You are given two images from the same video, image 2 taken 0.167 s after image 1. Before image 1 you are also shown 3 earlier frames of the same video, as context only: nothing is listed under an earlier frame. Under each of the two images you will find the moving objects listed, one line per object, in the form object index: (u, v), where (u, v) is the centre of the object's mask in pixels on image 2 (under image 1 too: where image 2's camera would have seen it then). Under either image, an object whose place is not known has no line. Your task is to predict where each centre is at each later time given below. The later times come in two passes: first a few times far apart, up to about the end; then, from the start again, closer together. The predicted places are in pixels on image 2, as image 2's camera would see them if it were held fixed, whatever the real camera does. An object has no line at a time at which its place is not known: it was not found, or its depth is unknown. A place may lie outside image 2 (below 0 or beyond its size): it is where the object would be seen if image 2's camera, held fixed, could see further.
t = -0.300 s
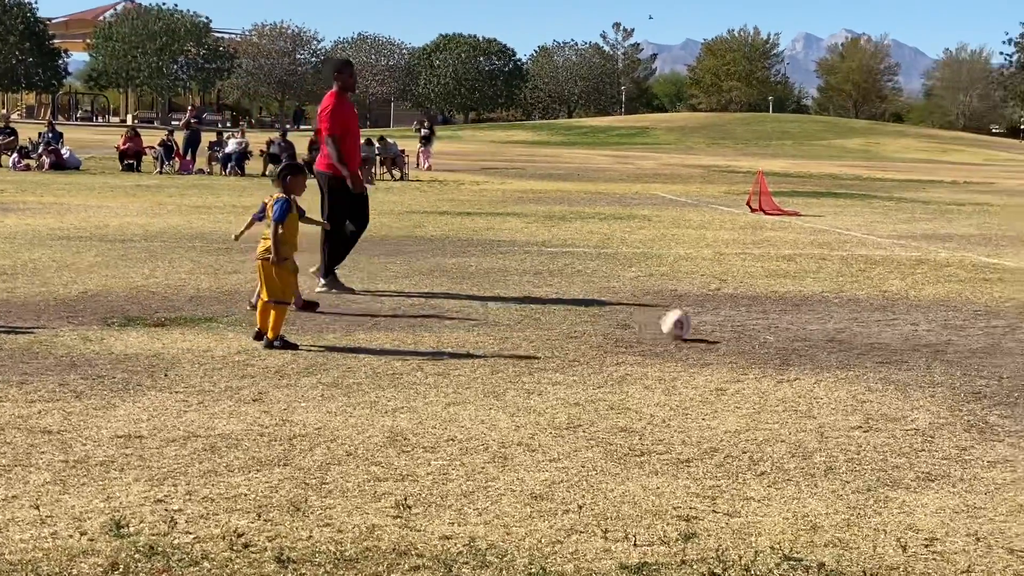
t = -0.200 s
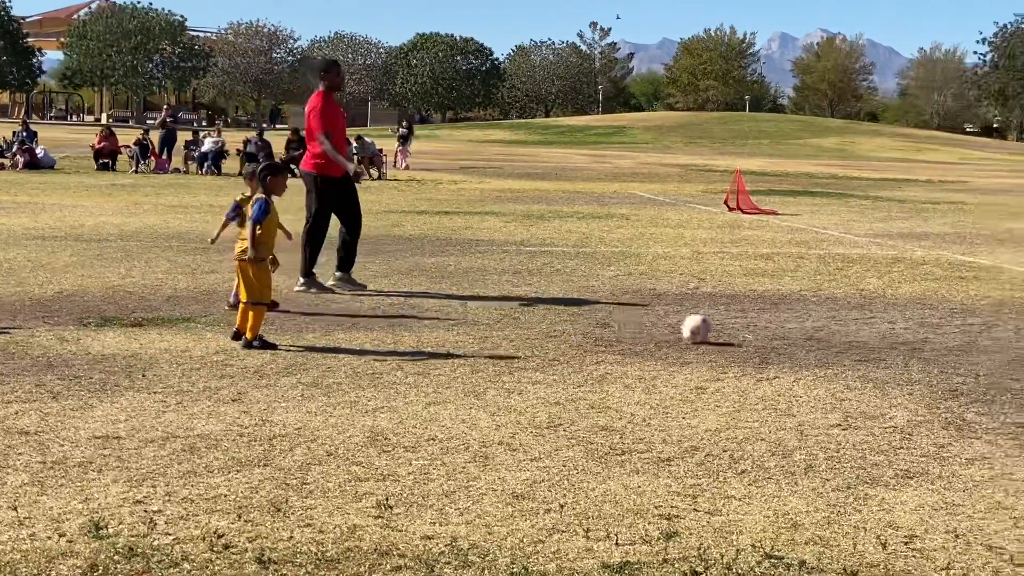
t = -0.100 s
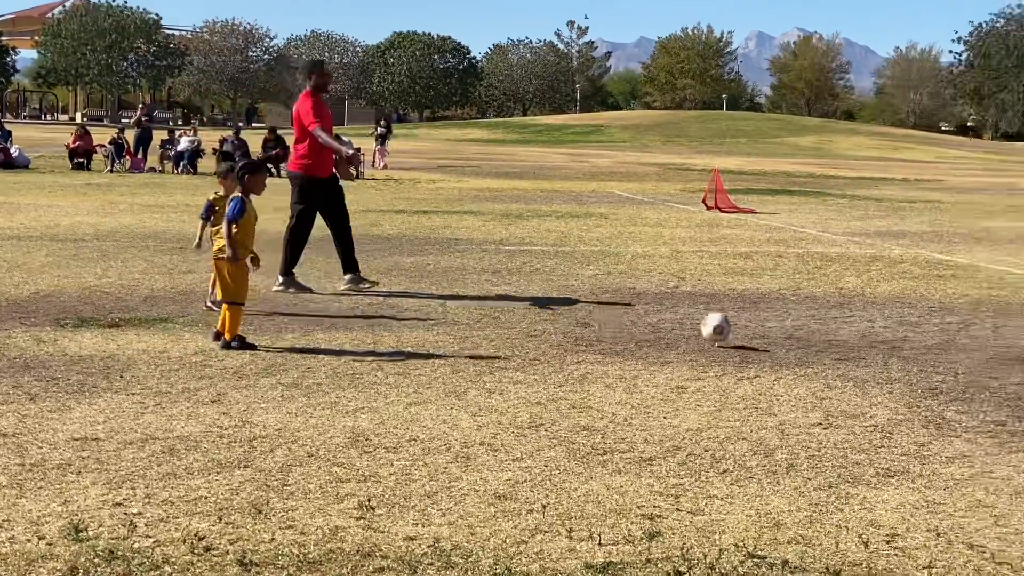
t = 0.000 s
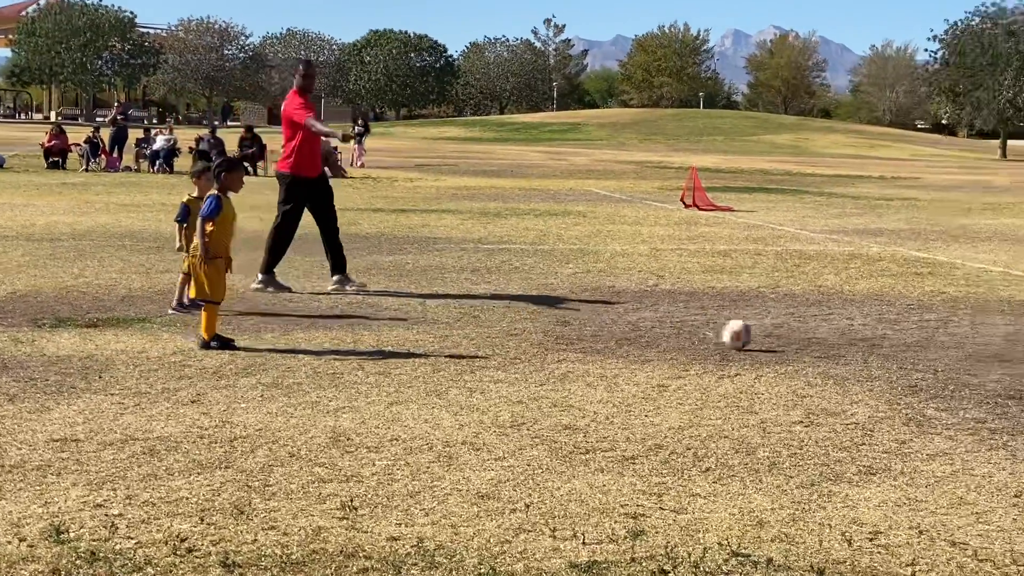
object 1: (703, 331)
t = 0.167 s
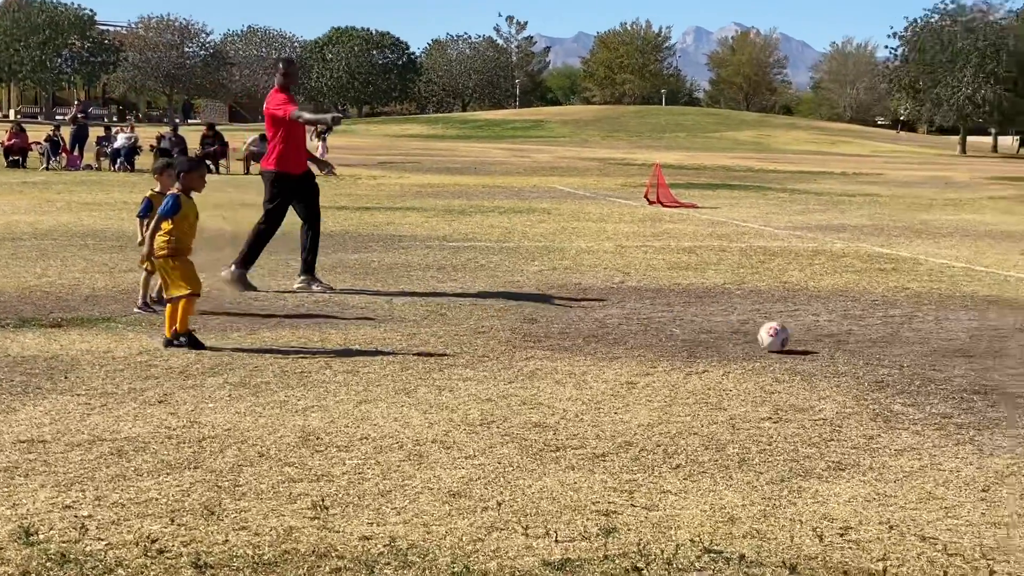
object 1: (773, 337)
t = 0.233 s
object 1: (801, 335)
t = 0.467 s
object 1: (900, 347)
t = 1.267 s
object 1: (1254, 374)
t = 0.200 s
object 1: (789, 336)
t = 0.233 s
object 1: (801, 335)
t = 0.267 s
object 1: (814, 338)
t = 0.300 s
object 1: (827, 340)
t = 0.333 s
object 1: (841, 341)
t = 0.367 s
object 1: (856, 340)
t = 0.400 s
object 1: (870, 343)
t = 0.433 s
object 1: (885, 345)
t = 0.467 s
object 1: (900, 347)
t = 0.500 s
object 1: (913, 348)
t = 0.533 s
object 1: (928, 348)
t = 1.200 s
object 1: (1232, 369)
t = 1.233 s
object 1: (1243, 373)
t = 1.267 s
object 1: (1254, 374)
